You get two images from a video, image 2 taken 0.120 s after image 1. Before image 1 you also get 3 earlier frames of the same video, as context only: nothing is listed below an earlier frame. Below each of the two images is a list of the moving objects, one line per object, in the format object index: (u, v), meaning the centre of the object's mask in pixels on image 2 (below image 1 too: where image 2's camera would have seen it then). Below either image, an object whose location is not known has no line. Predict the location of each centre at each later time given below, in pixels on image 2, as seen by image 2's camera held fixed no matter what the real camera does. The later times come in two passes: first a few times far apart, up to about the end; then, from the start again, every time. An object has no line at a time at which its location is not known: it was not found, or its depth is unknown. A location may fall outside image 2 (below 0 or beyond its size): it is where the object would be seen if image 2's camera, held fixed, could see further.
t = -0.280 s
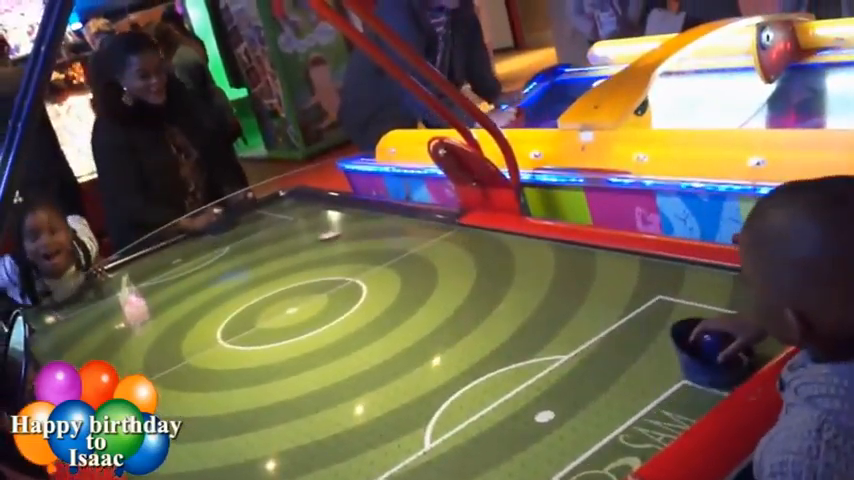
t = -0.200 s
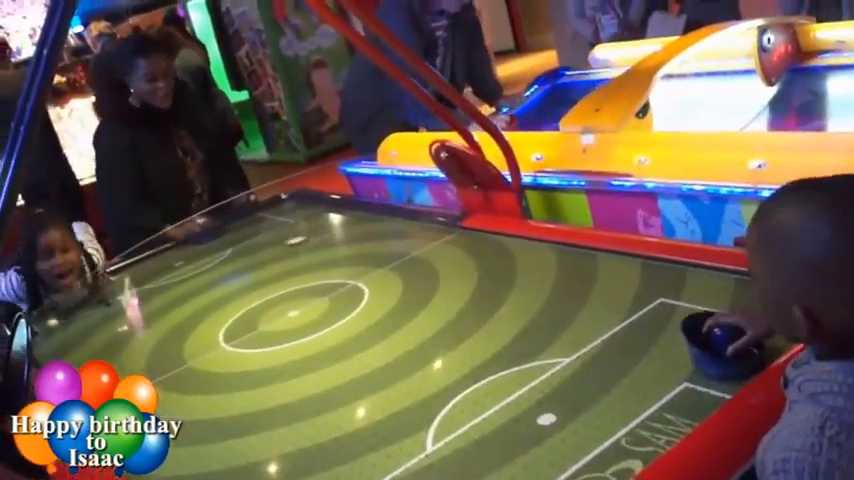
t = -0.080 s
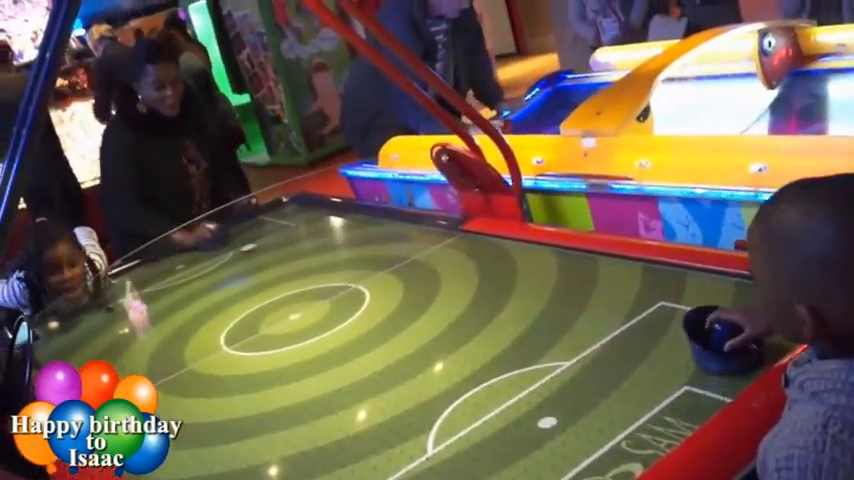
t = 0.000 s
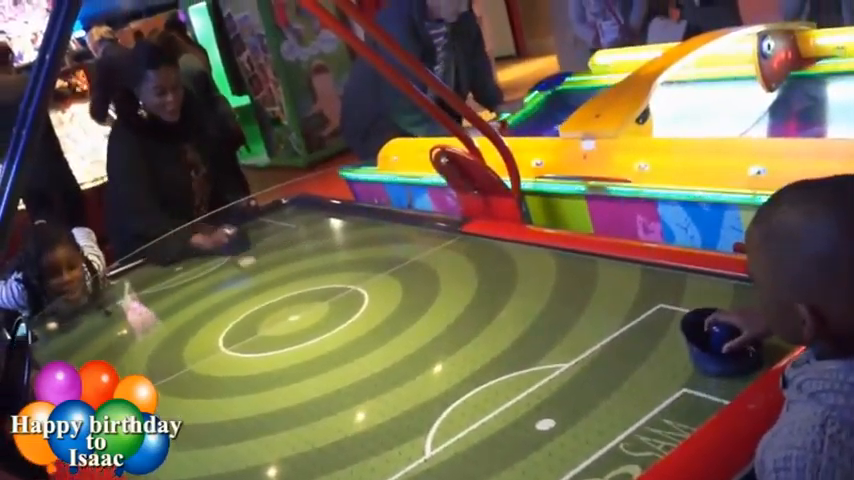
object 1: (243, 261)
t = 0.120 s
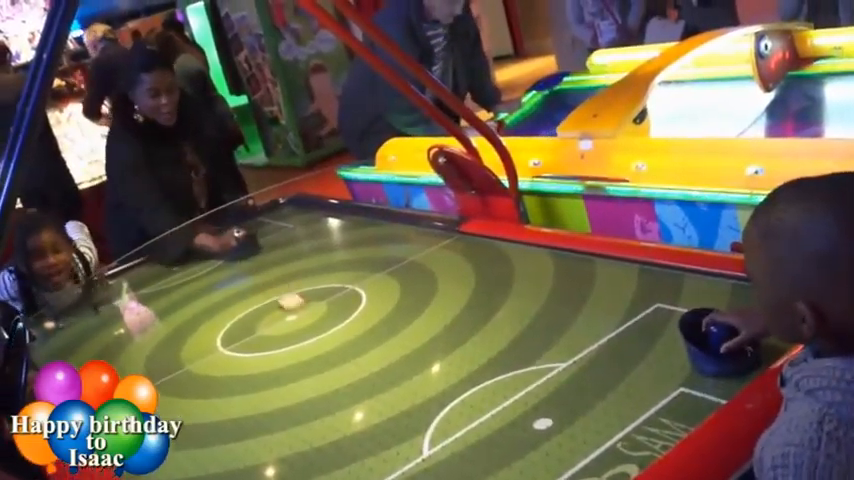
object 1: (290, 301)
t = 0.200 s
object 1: (336, 342)
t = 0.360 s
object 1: (498, 473)
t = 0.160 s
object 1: (310, 319)
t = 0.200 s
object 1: (336, 342)
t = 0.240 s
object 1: (366, 367)
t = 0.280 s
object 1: (402, 398)
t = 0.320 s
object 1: (448, 438)
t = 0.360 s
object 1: (498, 473)
